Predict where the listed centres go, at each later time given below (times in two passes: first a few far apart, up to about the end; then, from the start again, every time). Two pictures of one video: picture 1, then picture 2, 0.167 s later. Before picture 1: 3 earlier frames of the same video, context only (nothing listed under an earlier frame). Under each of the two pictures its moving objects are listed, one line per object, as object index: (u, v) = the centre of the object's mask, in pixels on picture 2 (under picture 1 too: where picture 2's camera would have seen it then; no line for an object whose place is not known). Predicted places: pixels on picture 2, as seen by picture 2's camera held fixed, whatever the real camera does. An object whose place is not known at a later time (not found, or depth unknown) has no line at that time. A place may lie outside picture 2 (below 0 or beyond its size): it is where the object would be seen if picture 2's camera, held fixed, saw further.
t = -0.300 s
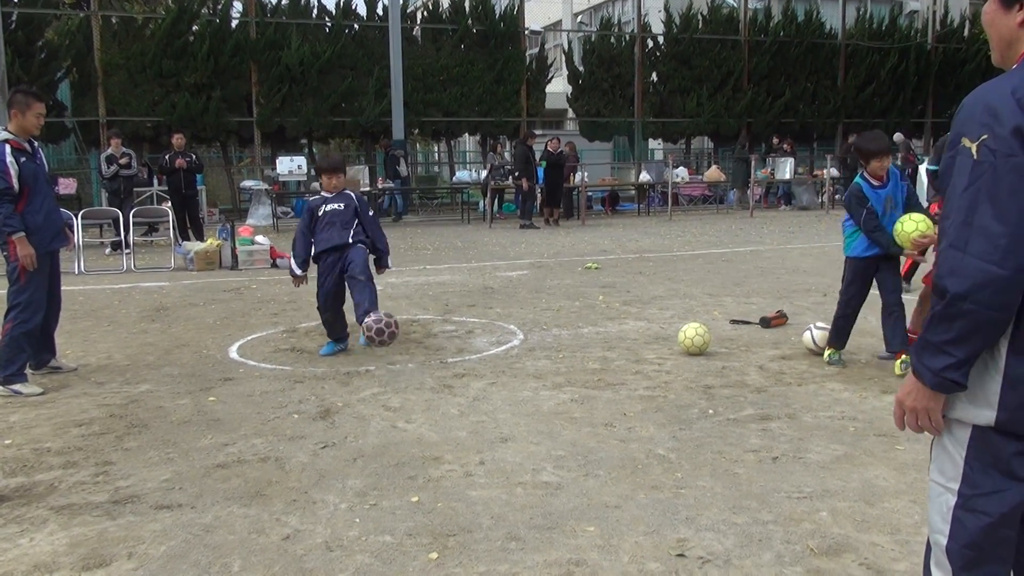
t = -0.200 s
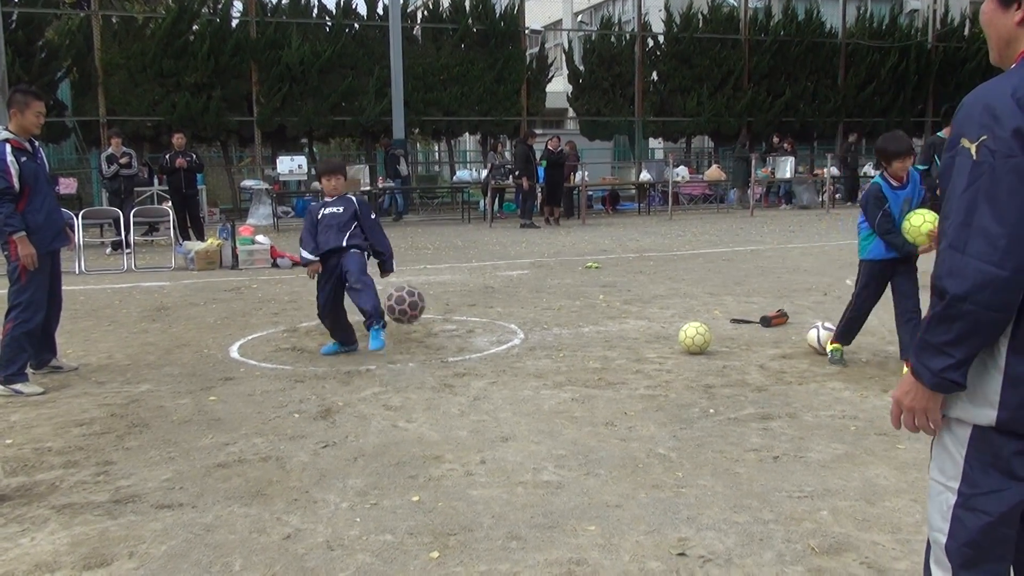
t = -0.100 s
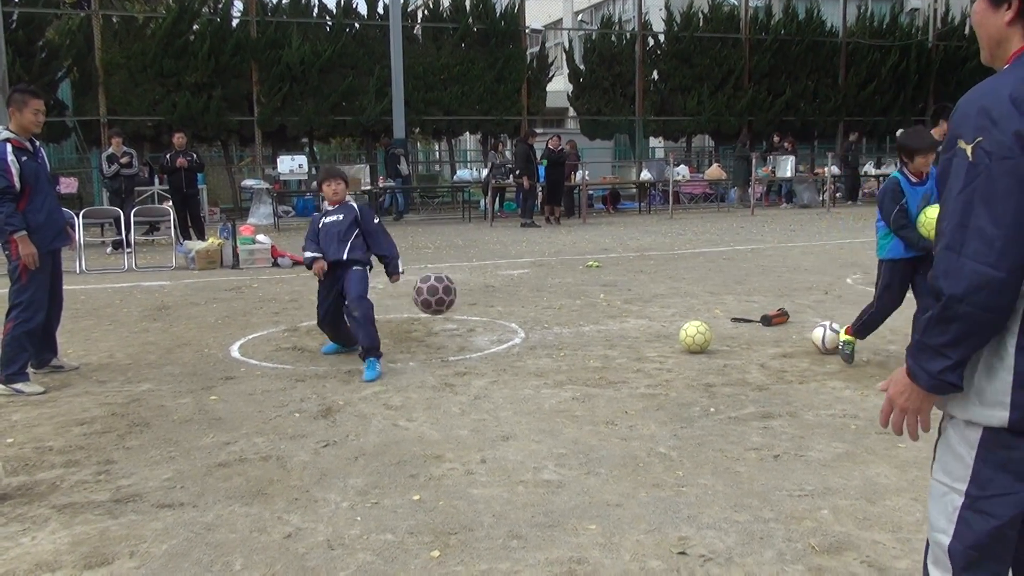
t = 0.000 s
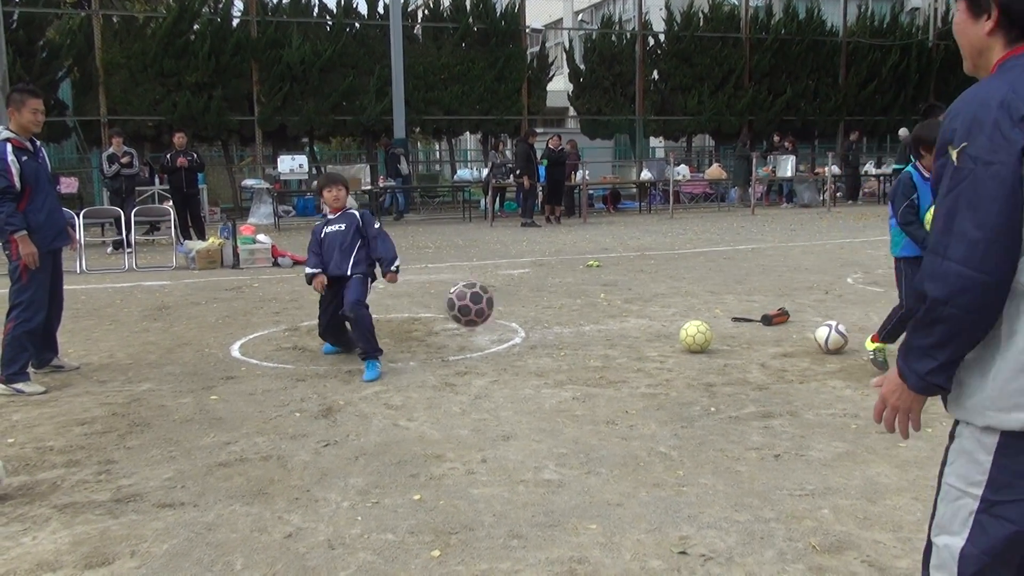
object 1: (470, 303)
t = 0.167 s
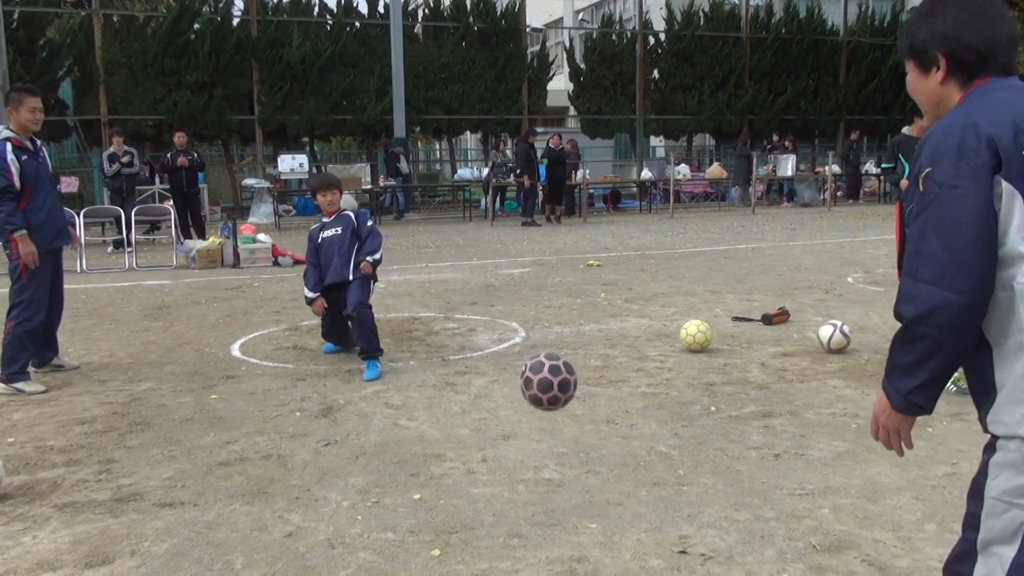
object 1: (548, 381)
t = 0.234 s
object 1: (589, 444)
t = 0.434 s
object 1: (672, 457)
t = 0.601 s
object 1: (732, 461)
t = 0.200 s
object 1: (568, 410)
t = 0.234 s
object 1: (589, 444)
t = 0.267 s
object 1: (611, 484)
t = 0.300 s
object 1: (631, 511)
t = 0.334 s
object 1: (640, 493)
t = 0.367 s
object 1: (650, 478)
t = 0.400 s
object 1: (661, 465)
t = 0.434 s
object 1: (672, 457)
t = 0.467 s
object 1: (683, 451)
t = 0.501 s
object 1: (695, 448)
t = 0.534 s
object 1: (706, 448)
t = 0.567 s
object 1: (718, 452)
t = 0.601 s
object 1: (732, 461)
